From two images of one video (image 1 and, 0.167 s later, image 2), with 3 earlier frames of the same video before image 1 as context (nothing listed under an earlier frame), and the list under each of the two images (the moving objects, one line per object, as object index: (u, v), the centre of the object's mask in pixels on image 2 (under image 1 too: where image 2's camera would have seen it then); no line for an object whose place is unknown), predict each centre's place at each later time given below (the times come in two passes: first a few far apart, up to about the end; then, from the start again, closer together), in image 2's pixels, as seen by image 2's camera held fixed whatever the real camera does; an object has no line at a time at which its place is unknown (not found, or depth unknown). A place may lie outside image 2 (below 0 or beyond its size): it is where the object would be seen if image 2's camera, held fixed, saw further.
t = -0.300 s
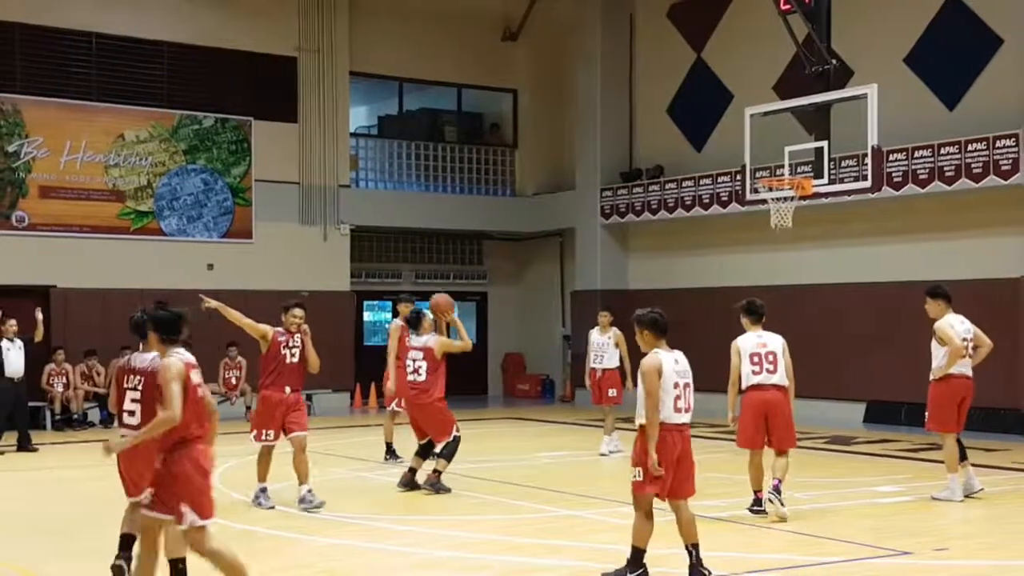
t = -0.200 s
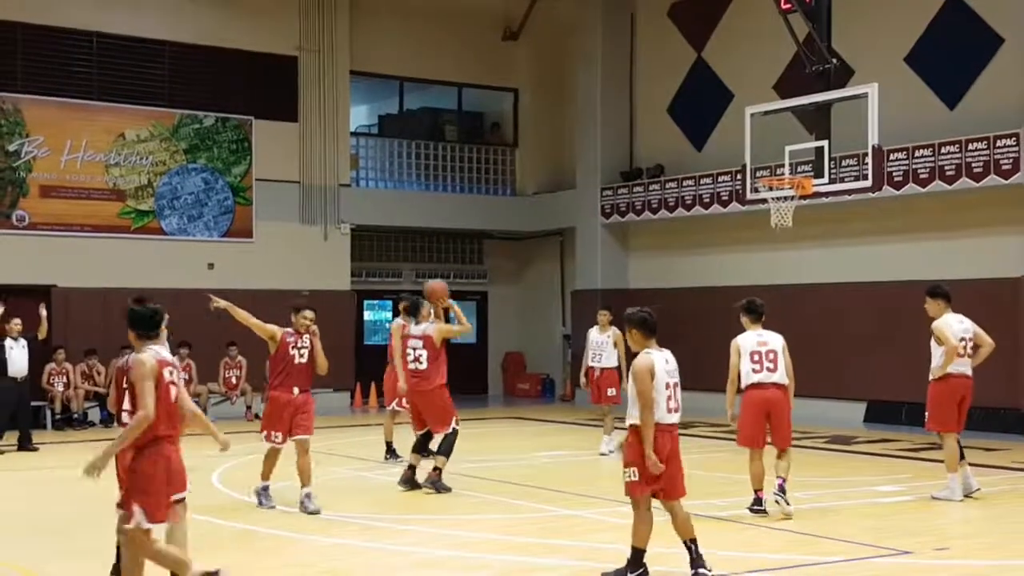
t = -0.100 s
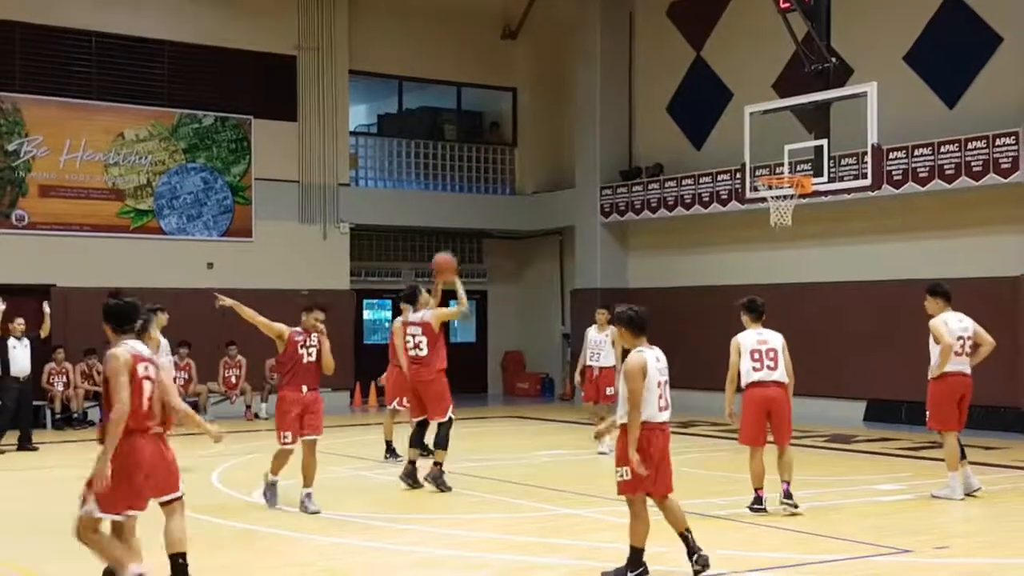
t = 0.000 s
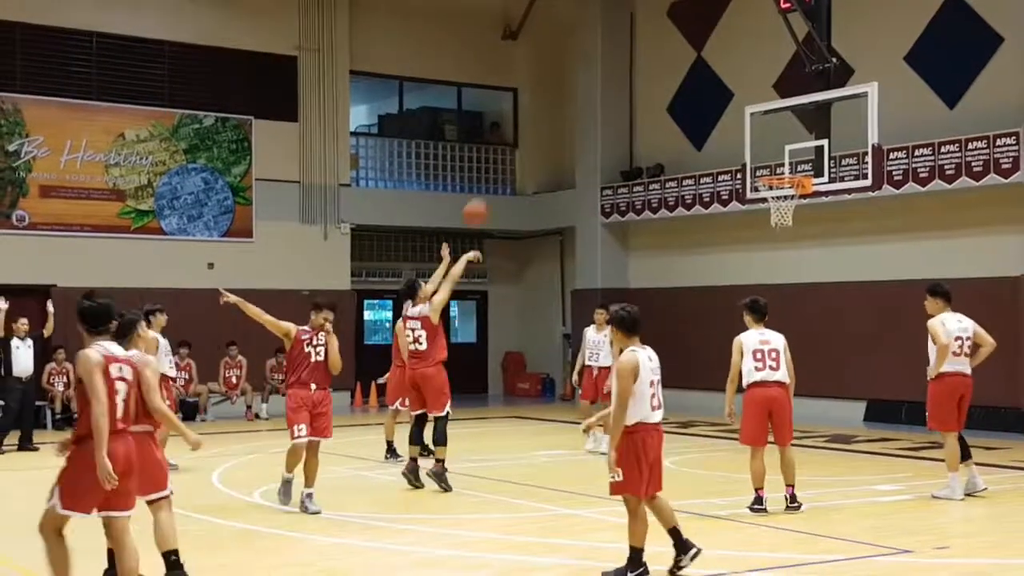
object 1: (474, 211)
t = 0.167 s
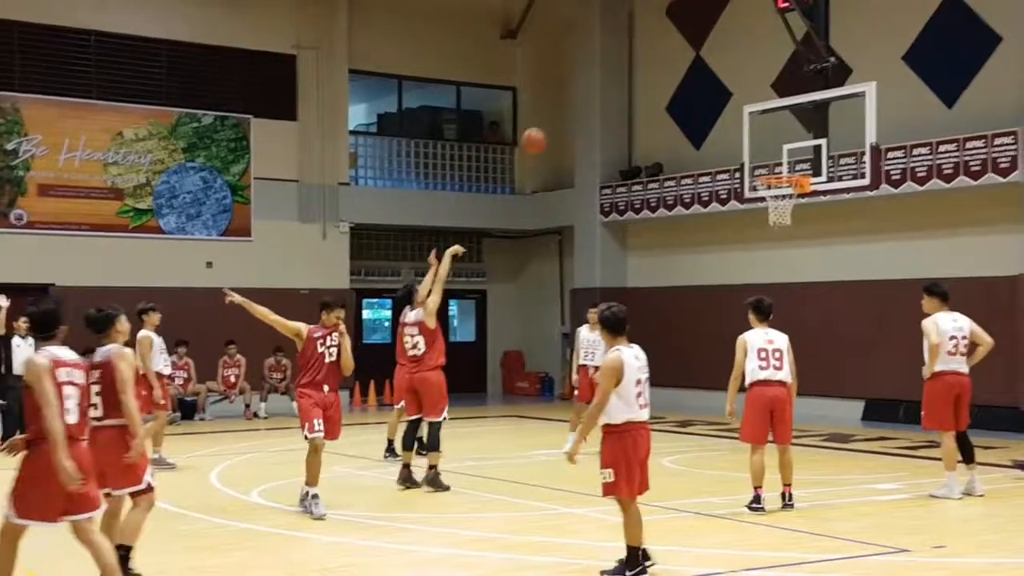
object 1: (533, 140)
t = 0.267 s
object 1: (567, 113)
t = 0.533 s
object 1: (652, 88)
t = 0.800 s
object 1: (731, 132)
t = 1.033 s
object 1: (785, 169)
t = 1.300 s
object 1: (774, 144)
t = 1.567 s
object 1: (761, 178)
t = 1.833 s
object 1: (747, 288)
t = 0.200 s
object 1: (545, 130)
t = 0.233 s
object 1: (555, 121)
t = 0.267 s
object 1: (567, 113)
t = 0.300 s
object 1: (578, 105)
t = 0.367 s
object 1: (599, 92)
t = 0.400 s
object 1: (610, 91)
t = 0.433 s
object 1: (621, 89)
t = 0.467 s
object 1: (633, 88)
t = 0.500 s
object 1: (641, 88)
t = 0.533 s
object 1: (652, 88)
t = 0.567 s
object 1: (663, 90)
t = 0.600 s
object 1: (673, 93)
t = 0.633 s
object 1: (683, 97)
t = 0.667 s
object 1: (692, 102)
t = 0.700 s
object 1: (702, 108)
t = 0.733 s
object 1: (711, 115)
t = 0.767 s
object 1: (721, 123)
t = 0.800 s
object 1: (731, 132)
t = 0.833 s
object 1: (740, 141)
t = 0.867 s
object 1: (747, 152)
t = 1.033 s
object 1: (785, 169)
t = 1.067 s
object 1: (784, 166)
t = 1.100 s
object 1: (785, 164)
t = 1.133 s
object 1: (782, 155)
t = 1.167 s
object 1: (780, 151)
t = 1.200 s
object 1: (779, 148)
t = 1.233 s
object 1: (777, 146)
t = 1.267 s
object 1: (776, 144)
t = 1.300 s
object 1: (774, 144)
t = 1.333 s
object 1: (772, 144)
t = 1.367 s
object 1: (771, 146)
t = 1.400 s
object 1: (770, 149)
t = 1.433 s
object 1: (768, 153)
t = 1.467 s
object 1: (766, 158)
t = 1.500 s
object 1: (764, 164)
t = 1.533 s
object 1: (762, 170)
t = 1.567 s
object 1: (761, 178)
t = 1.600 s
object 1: (759, 189)
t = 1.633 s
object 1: (757, 198)
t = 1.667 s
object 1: (757, 209)
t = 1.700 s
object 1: (756, 220)
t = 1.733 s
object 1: (753, 234)
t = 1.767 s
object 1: (751, 250)
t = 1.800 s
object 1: (749, 268)
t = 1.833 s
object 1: (747, 288)
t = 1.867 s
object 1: (744, 298)
